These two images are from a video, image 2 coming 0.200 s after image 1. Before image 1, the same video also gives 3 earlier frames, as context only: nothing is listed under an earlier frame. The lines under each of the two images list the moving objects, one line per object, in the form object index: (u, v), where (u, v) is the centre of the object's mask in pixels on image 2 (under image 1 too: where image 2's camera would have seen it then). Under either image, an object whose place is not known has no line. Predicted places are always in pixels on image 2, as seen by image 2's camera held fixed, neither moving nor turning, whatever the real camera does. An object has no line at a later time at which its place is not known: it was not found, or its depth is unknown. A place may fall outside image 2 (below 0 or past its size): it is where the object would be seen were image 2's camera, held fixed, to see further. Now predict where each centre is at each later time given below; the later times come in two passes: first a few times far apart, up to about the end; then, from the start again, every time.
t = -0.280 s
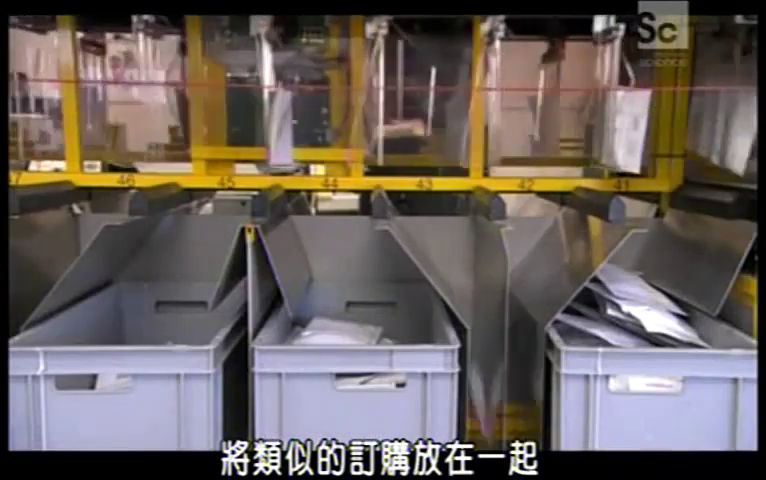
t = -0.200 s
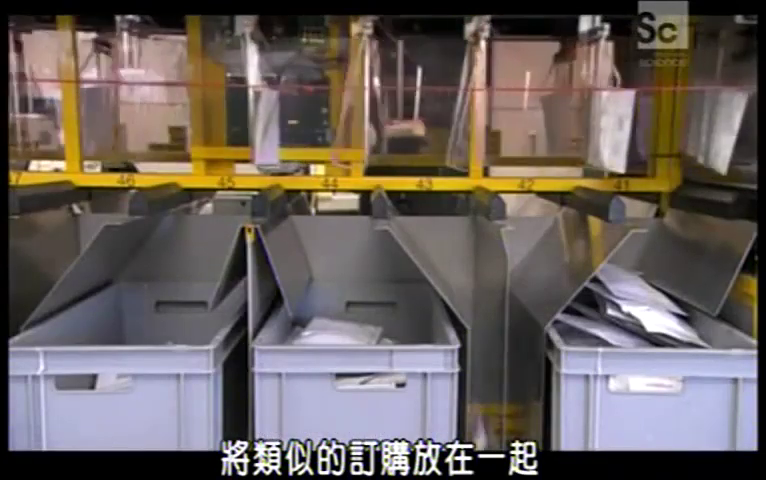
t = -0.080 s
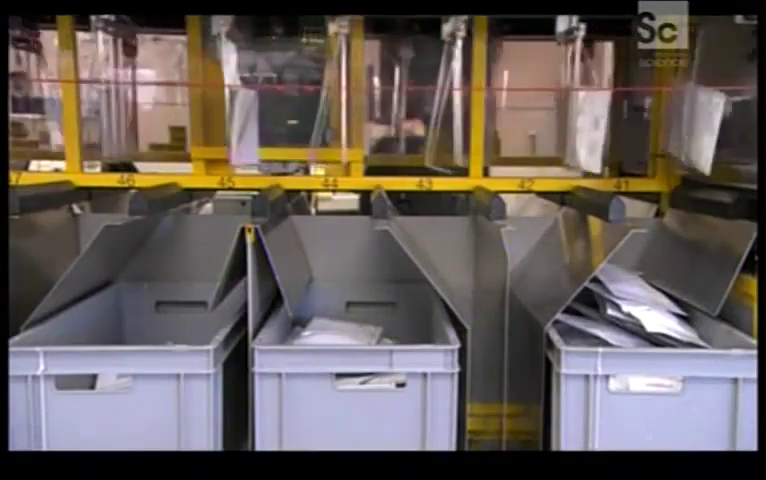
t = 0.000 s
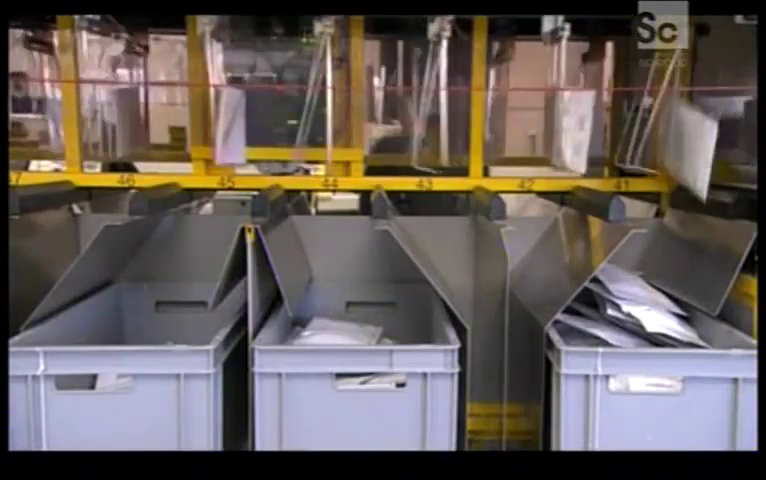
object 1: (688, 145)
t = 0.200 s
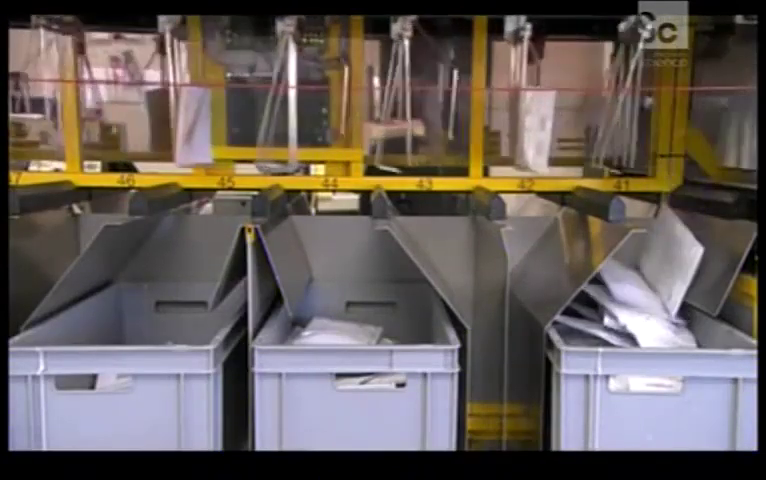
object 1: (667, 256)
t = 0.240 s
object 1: (667, 256)
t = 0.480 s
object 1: (676, 260)
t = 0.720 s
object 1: (676, 262)
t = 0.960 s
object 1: (676, 262)
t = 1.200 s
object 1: (676, 262)
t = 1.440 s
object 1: (684, 267)
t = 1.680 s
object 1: (688, 280)
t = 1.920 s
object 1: (687, 286)
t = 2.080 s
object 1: (684, 273)
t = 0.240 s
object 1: (667, 256)
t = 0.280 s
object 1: (675, 258)
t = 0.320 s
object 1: (675, 260)
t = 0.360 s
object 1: (676, 260)
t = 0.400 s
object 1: (676, 260)
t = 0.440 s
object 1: (676, 260)
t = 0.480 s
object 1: (676, 260)
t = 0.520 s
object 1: (676, 261)
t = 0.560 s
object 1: (676, 261)
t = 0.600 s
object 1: (676, 261)
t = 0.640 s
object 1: (676, 261)
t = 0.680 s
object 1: (676, 261)
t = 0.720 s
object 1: (676, 262)
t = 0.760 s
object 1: (676, 262)
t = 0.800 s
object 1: (676, 262)
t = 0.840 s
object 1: (676, 262)
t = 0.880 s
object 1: (676, 262)
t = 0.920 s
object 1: (676, 262)
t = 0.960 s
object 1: (676, 262)
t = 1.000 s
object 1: (676, 262)
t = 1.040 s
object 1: (676, 262)
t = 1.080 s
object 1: (676, 262)
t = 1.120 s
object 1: (676, 262)
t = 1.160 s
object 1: (676, 262)
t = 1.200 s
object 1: (676, 262)
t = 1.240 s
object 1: (676, 262)
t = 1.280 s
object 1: (676, 262)
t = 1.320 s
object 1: (677, 263)
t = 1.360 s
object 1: (682, 265)
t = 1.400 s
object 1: (684, 264)
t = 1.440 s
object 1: (684, 267)
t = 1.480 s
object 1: (686, 268)
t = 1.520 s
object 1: (688, 268)
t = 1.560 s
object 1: (689, 271)
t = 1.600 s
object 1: (689, 275)
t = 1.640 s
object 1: (689, 276)
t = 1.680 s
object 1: (688, 280)
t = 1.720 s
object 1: (688, 286)
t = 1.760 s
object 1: (687, 286)
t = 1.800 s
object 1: (688, 284)
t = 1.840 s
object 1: (687, 285)
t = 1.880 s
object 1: (687, 286)
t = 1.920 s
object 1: (687, 286)
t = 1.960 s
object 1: (688, 285)
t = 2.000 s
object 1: (685, 290)
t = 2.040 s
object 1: (683, 286)
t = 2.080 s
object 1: (684, 273)
